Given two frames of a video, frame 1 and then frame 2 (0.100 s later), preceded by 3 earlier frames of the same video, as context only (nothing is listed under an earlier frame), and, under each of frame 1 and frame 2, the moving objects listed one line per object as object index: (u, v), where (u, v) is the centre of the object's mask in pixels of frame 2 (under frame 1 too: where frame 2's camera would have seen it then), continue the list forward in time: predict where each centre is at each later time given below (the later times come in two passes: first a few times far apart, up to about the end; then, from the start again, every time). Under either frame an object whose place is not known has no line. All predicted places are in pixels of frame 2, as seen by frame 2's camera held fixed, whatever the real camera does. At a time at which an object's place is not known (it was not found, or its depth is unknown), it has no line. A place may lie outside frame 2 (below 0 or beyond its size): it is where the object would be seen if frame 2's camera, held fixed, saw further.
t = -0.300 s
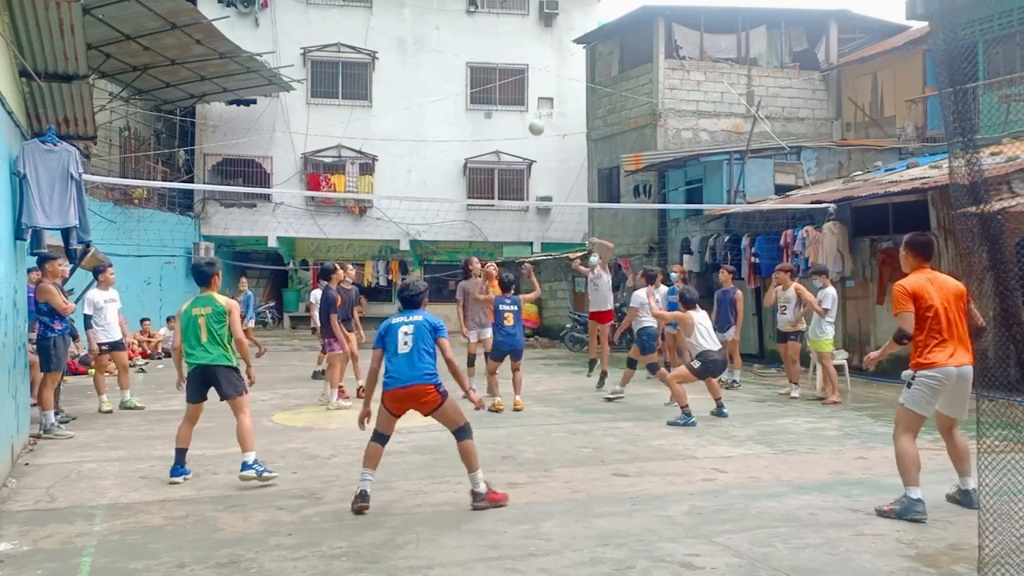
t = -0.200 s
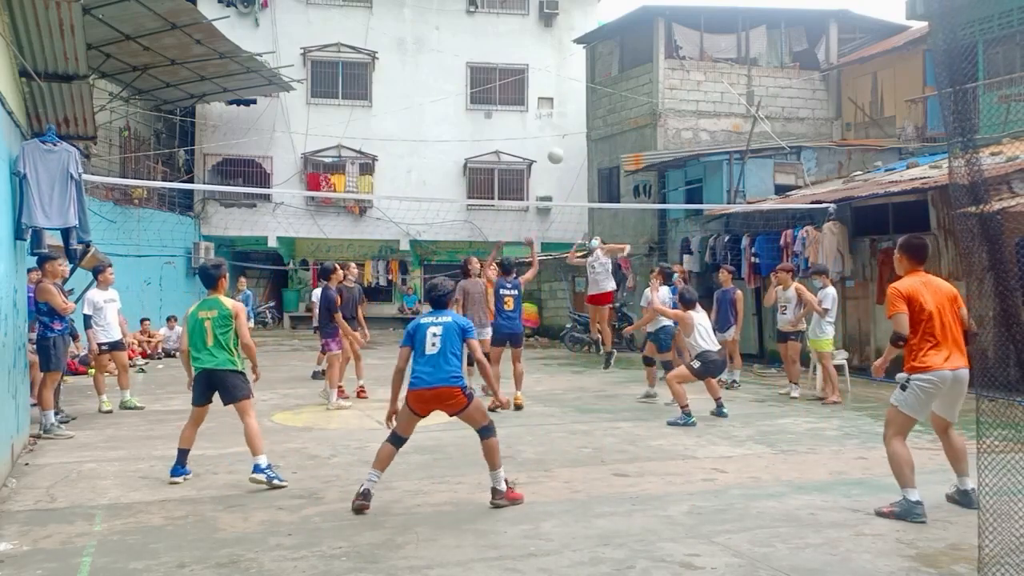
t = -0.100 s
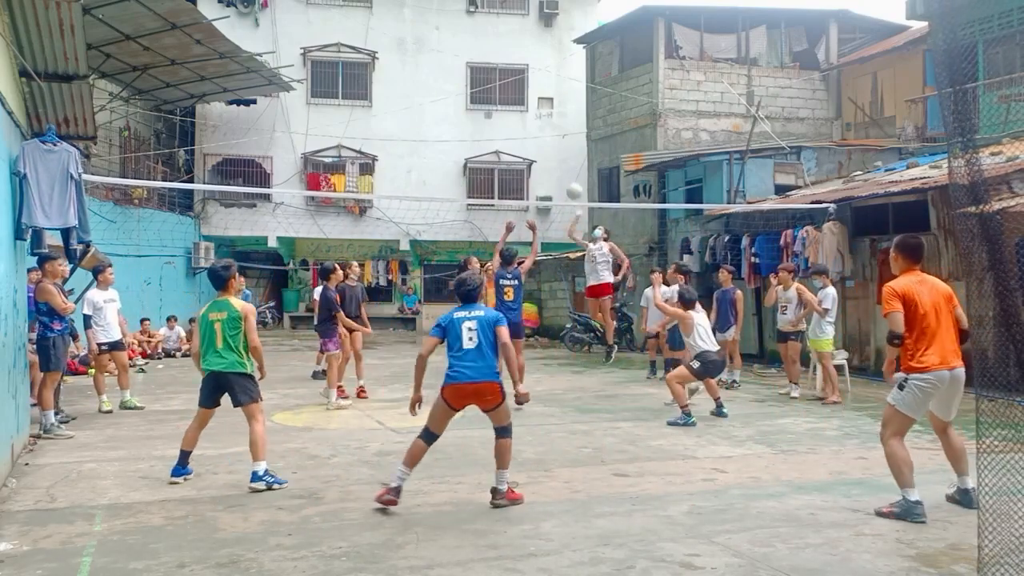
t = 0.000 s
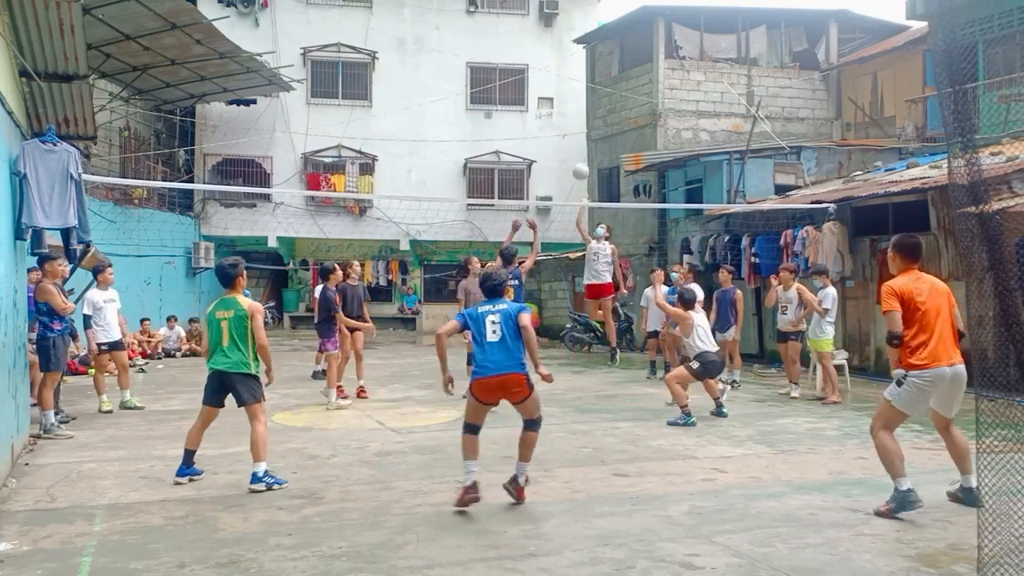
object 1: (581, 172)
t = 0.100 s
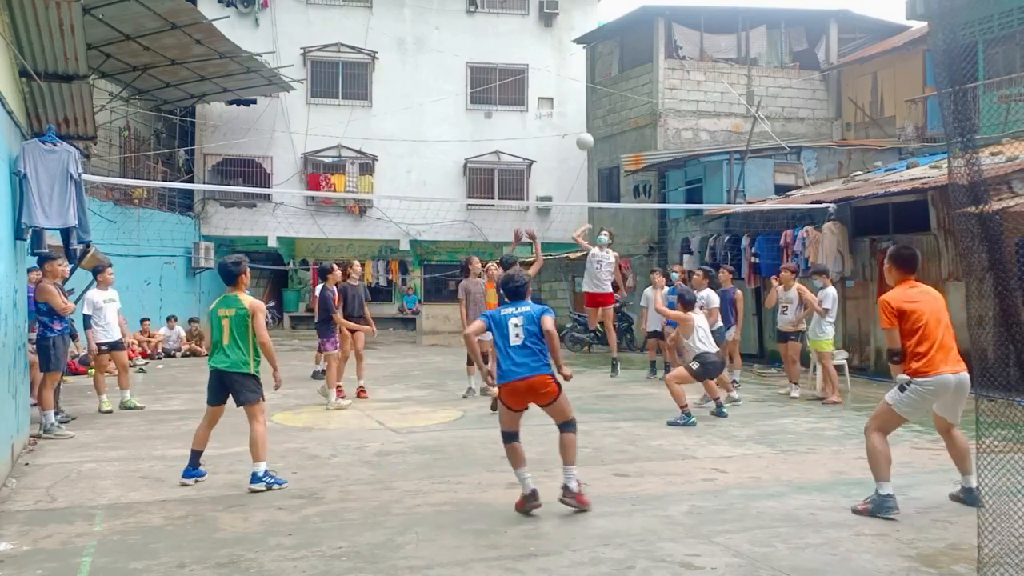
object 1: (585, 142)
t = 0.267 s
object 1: (592, 106)
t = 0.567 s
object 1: (604, 101)
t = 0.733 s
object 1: (613, 149)
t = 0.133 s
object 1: (586, 133)
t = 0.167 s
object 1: (587, 125)
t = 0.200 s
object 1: (589, 117)
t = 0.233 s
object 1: (590, 111)
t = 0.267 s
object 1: (592, 106)
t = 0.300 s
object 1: (593, 100)
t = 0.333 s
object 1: (594, 96)
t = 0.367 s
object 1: (596, 94)
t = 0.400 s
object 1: (597, 92)
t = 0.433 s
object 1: (598, 91)
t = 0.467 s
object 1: (599, 92)
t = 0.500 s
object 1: (601, 93)
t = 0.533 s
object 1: (603, 96)
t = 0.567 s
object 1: (604, 101)
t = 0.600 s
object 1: (606, 107)
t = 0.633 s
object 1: (608, 115)
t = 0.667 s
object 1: (610, 124)
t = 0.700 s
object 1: (611, 135)
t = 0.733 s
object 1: (613, 149)
